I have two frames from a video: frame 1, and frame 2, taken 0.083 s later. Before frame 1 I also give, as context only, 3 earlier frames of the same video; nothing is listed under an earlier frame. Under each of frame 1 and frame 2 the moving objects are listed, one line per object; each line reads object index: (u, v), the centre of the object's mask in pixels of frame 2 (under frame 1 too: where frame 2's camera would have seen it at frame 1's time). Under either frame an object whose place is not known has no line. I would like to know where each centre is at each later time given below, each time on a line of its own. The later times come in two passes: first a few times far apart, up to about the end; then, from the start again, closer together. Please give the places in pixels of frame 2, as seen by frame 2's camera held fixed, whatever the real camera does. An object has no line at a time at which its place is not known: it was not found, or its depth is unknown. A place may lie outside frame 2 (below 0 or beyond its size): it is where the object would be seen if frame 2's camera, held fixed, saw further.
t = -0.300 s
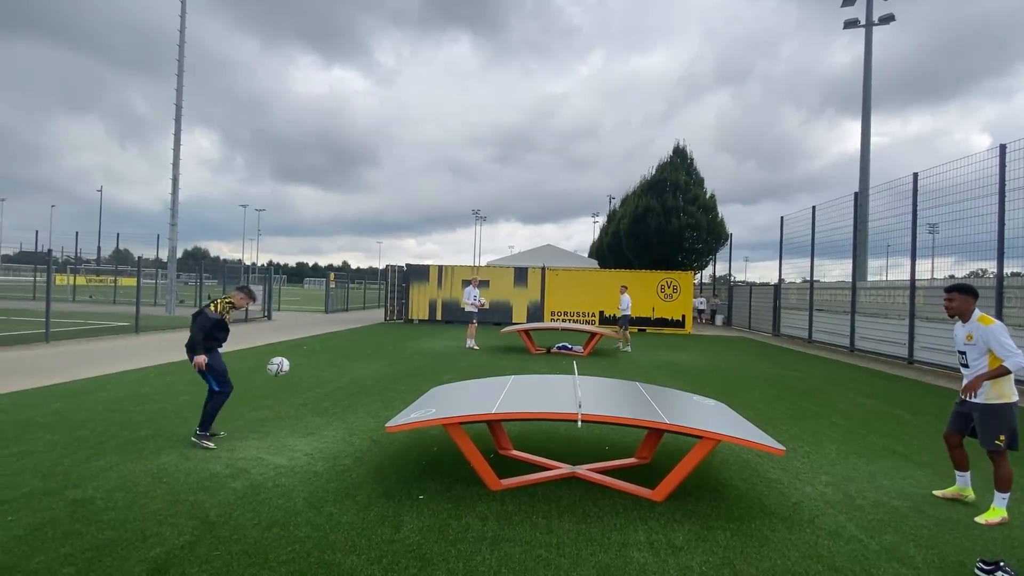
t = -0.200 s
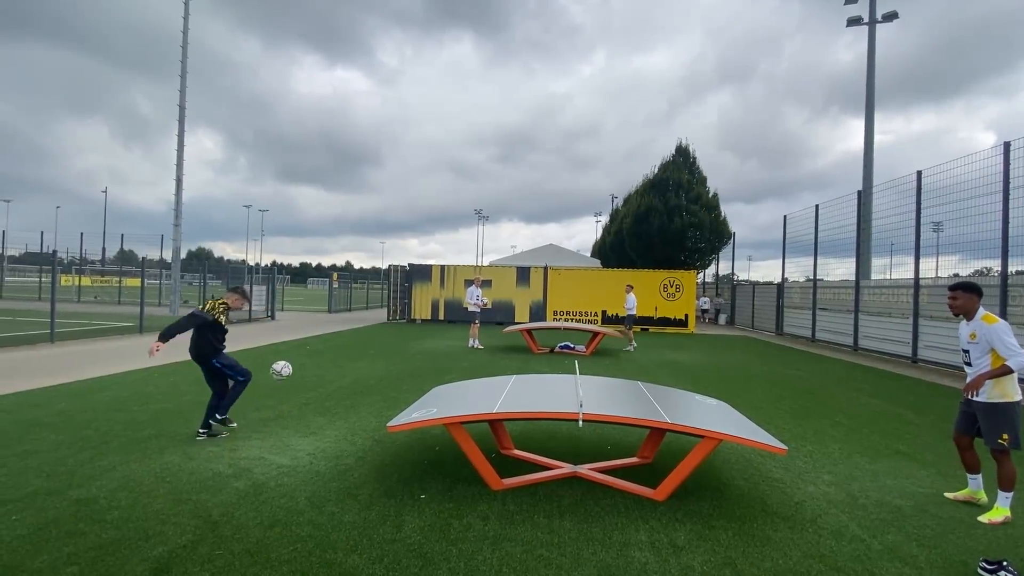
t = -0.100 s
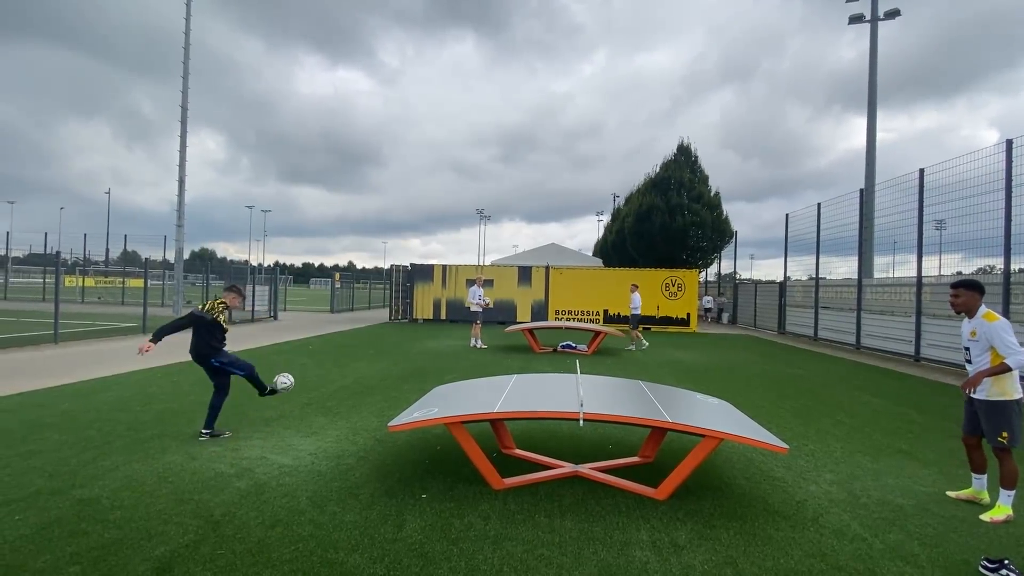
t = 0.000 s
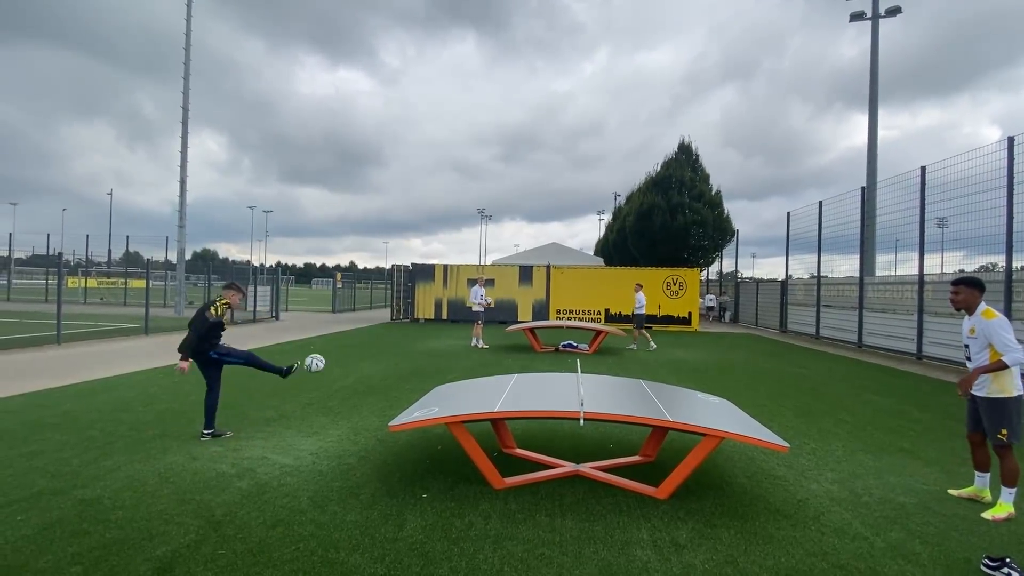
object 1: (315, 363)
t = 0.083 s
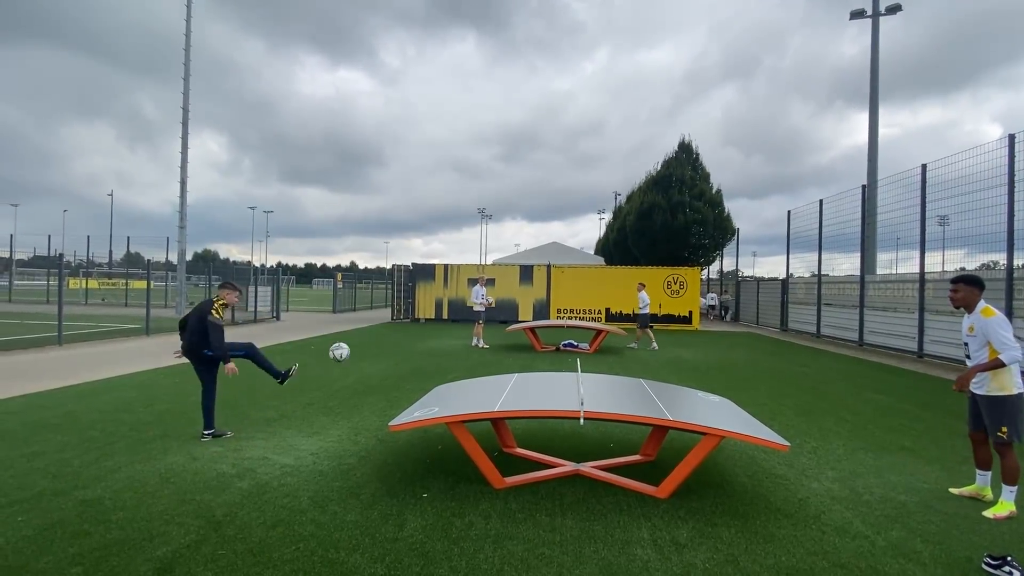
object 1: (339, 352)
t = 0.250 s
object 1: (390, 346)
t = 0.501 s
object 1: (461, 362)
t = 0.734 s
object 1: (499, 338)
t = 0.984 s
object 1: (547, 371)
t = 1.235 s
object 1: (600, 353)
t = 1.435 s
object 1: (654, 386)
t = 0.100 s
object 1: (344, 350)
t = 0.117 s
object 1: (349, 349)
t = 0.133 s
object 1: (354, 348)
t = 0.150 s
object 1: (359, 347)
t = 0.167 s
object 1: (364, 346)
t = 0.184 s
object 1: (369, 345)
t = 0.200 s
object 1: (374, 346)
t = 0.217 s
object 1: (379, 346)
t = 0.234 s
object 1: (384, 346)
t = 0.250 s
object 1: (390, 346)
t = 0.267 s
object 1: (394, 347)
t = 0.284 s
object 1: (400, 348)
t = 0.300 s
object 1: (405, 349)
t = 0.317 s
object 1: (410, 351)
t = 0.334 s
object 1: (416, 353)
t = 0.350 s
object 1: (421, 355)
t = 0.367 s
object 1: (426, 357)
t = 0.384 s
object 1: (431, 359)
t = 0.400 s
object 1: (437, 362)
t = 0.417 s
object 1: (443, 366)
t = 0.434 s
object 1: (449, 369)
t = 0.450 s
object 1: (454, 373)
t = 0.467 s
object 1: (456, 370)
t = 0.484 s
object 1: (459, 366)
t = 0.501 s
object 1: (461, 362)
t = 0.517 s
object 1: (464, 359)
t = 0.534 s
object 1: (466, 356)
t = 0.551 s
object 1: (469, 353)
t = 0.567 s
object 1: (472, 350)
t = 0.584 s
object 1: (474, 348)
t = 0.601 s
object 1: (477, 346)
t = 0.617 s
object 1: (479, 344)
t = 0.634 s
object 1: (482, 343)
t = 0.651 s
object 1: (485, 341)
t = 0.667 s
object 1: (488, 340)
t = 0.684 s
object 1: (491, 339)
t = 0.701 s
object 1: (493, 339)
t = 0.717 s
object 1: (496, 338)
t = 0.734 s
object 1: (499, 338)
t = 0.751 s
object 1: (502, 338)
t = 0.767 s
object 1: (504, 339)
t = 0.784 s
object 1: (507, 339)
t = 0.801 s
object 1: (510, 340)
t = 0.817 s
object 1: (513, 342)
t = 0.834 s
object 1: (516, 343)
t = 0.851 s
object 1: (520, 345)
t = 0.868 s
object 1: (522, 348)
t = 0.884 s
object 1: (526, 350)
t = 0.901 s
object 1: (529, 353)
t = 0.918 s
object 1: (532, 355)
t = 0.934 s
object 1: (535, 359)
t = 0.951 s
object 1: (538, 362)
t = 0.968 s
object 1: (541, 366)
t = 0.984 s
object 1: (547, 371)
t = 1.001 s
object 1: (550, 371)
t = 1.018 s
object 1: (554, 368)
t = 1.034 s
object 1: (558, 365)
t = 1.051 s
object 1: (561, 363)
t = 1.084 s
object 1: (568, 358)
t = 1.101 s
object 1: (573, 356)
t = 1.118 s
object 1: (577, 355)
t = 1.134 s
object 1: (581, 354)
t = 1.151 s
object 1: (585, 353)
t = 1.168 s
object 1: (588, 353)
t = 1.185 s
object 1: (592, 353)
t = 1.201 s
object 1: (595, 352)
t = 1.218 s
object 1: (596, 352)
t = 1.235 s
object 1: (600, 353)
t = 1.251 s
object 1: (605, 353)
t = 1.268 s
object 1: (608, 355)
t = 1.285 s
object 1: (612, 356)
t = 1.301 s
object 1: (616, 358)
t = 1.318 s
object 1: (621, 361)
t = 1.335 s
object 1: (625, 363)
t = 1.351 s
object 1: (632, 367)
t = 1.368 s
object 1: (636, 370)
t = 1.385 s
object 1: (641, 374)
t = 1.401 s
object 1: (645, 378)
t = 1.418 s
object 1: (650, 382)
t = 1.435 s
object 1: (654, 386)
